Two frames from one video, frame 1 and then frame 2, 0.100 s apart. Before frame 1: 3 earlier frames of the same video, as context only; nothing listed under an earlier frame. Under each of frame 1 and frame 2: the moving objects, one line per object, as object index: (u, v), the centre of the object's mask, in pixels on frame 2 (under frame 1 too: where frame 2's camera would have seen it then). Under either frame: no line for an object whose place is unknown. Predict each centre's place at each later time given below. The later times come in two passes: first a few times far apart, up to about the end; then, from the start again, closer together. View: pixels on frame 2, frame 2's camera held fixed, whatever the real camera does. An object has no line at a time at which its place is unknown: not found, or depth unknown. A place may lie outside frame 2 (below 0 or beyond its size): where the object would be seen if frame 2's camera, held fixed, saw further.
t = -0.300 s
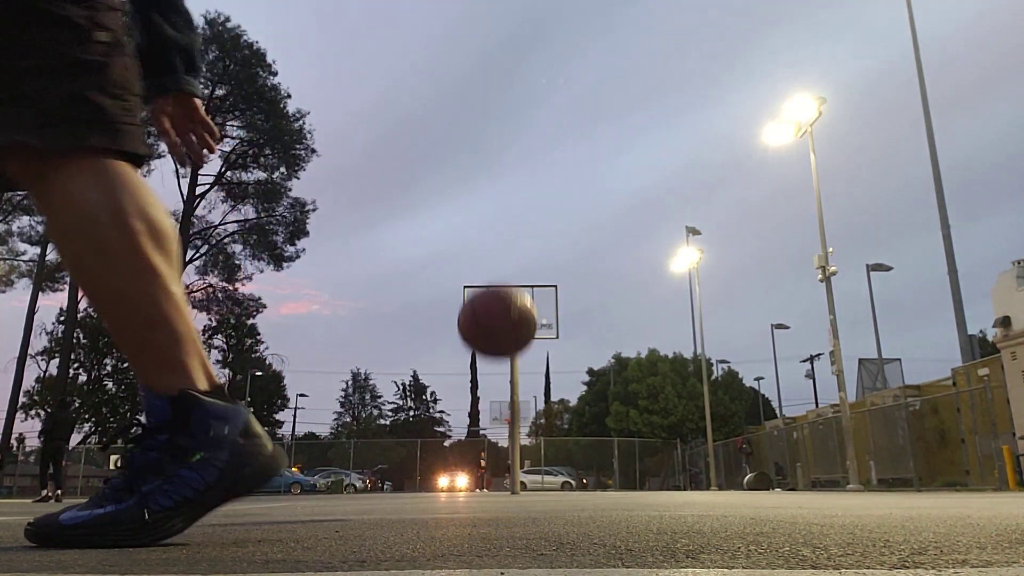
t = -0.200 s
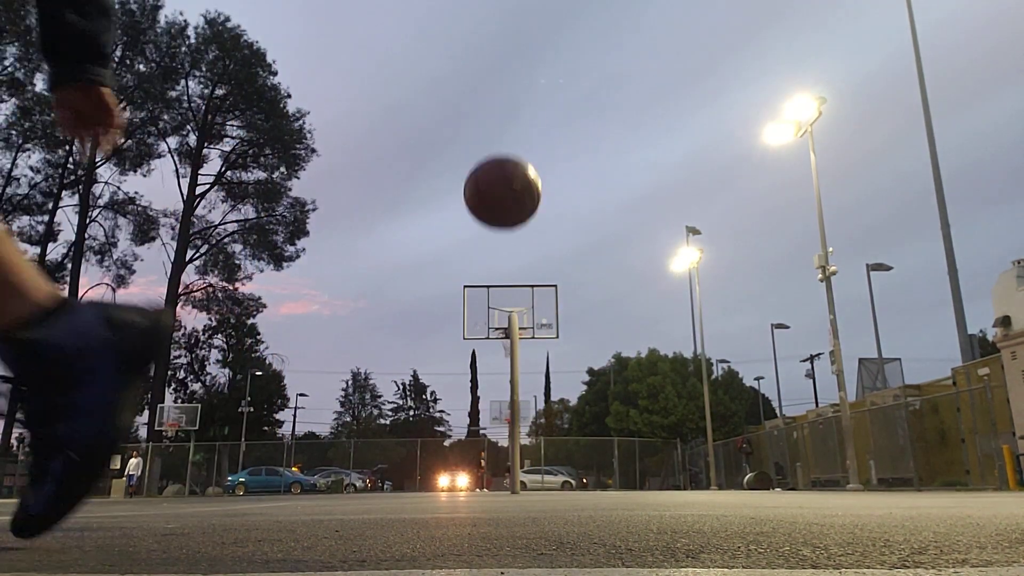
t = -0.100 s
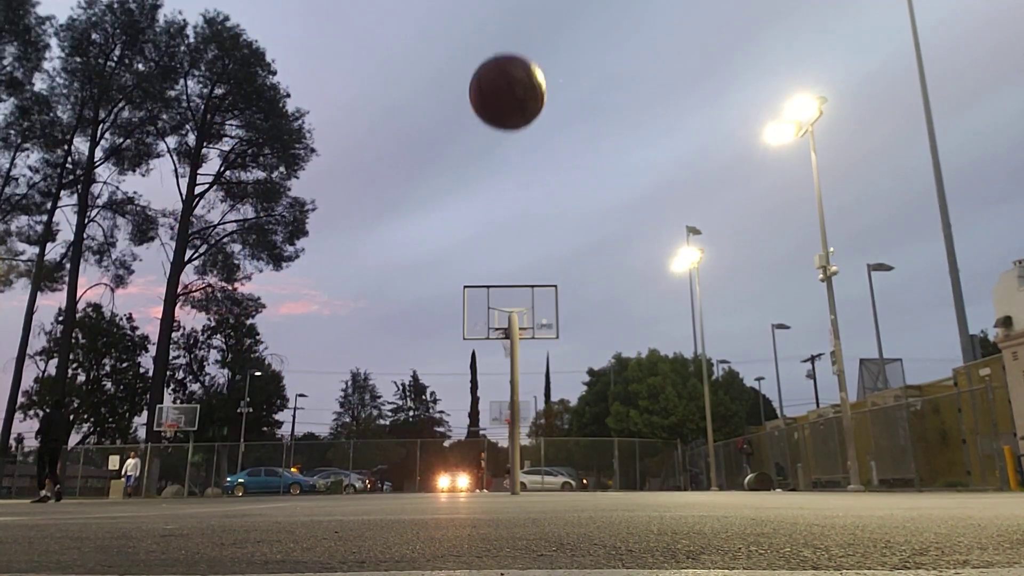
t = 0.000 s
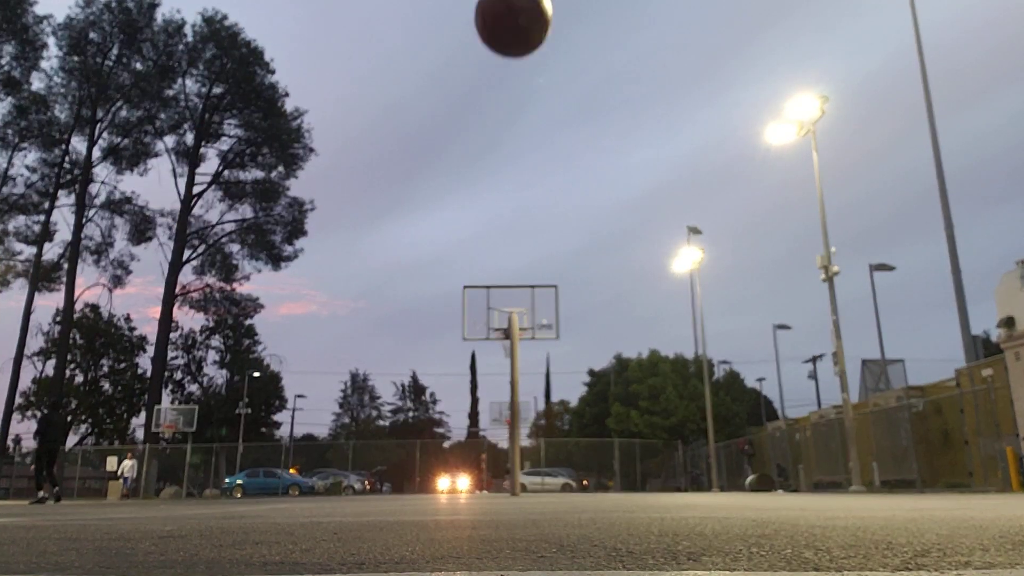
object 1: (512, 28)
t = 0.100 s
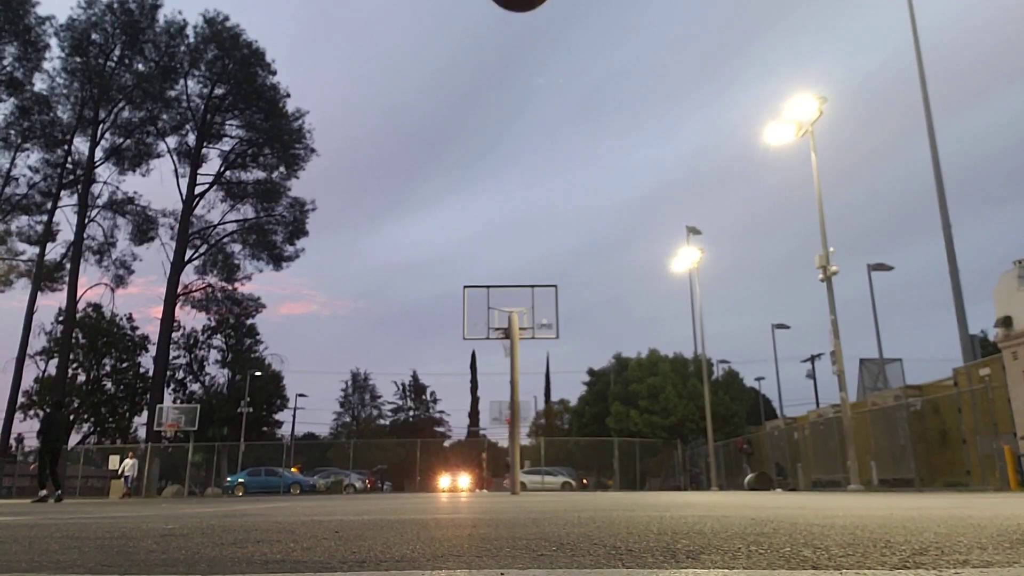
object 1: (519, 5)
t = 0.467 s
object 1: (553, 29)
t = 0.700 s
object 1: (587, 366)
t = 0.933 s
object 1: (594, 192)
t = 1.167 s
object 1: (600, 43)
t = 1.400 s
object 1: (617, 93)
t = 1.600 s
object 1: (648, 380)
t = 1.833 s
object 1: (660, 193)
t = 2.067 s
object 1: (685, 111)
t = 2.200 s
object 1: (711, 192)
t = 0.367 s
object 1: (543, 0)
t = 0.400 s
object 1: (546, 7)
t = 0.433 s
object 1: (549, 16)
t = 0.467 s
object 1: (553, 29)
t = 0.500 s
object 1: (555, 57)
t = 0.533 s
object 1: (559, 91)
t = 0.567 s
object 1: (563, 130)
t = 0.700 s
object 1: (587, 366)
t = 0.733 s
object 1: (594, 448)
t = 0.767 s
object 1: (595, 424)
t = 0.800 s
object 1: (595, 369)
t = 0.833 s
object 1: (593, 316)
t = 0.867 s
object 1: (593, 270)
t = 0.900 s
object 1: (593, 229)
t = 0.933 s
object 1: (594, 192)
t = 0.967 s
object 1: (594, 158)
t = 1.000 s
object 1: (595, 129)
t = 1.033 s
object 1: (595, 103)
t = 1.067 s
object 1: (596, 82)
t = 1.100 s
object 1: (597, 65)
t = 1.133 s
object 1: (599, 51)
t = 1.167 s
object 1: (600, 43)
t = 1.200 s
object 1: (601, 40)
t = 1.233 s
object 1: (604, 39)
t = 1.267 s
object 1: (606, 41)
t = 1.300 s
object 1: (608, 45)
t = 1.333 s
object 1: (611, 54)
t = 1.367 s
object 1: (614, 71)
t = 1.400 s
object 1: (617, 93)
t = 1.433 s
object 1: (620, 121)
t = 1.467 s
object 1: (624, 155)
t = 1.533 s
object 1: (634, 247)
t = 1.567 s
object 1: (640, 309)
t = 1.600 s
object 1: (648, 380)
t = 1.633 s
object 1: (655, 457)
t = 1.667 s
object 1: (656, 407)
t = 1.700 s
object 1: (656, 353)
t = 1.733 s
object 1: (656, 305)
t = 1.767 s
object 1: (658, 261)
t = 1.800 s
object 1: (659, 225)
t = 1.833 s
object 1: (660, 193)
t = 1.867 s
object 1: (662, 167)
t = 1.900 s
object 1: (665, 145)
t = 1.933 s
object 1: (667, 128)
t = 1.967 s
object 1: (670, 116)
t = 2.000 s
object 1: (674, 110)
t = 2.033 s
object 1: (678, 108)
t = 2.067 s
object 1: (685, 111)
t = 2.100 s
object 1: (690, 121)
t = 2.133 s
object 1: (696, 138)
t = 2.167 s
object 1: (703, 161)
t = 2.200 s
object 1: (711, 192)
